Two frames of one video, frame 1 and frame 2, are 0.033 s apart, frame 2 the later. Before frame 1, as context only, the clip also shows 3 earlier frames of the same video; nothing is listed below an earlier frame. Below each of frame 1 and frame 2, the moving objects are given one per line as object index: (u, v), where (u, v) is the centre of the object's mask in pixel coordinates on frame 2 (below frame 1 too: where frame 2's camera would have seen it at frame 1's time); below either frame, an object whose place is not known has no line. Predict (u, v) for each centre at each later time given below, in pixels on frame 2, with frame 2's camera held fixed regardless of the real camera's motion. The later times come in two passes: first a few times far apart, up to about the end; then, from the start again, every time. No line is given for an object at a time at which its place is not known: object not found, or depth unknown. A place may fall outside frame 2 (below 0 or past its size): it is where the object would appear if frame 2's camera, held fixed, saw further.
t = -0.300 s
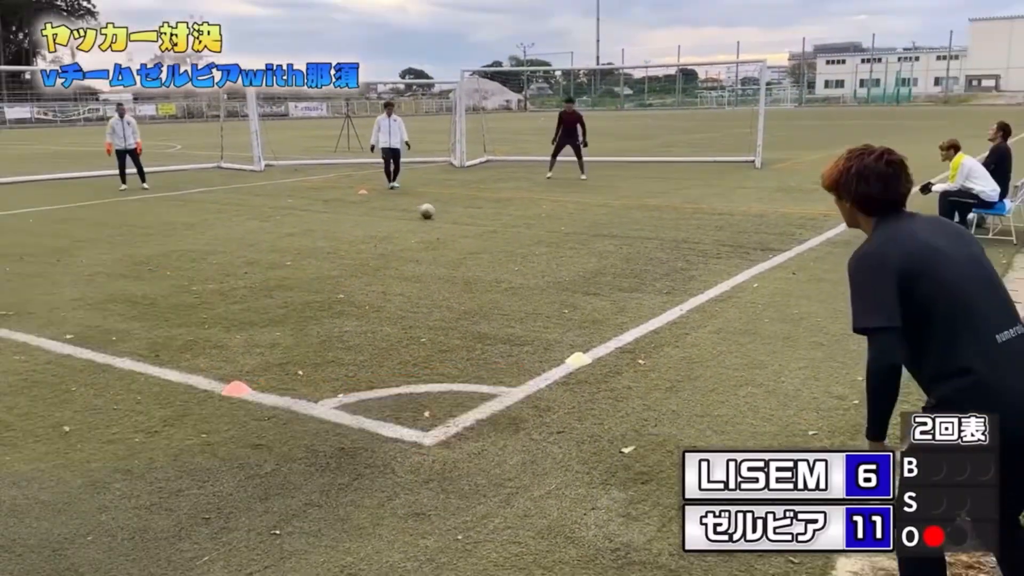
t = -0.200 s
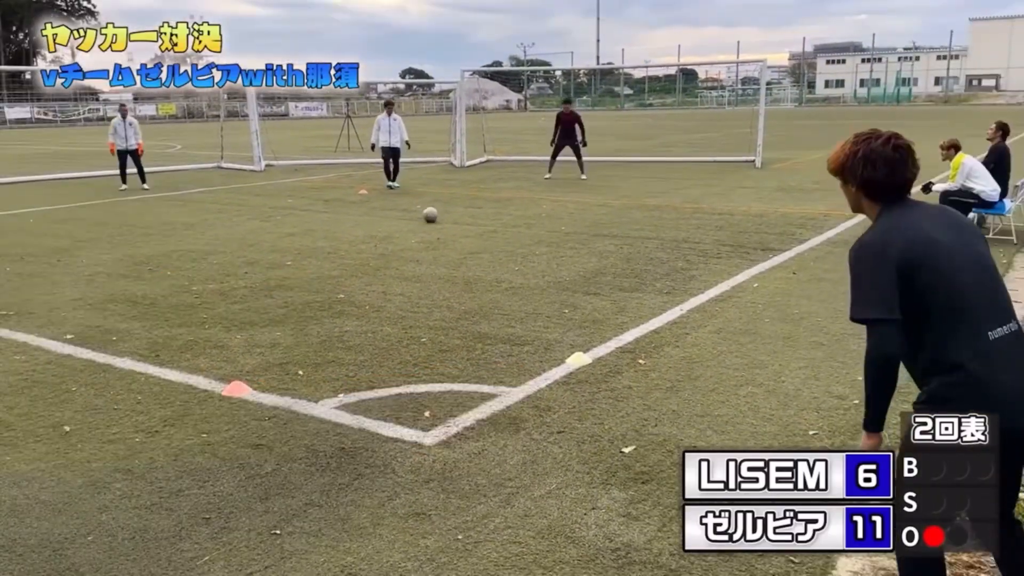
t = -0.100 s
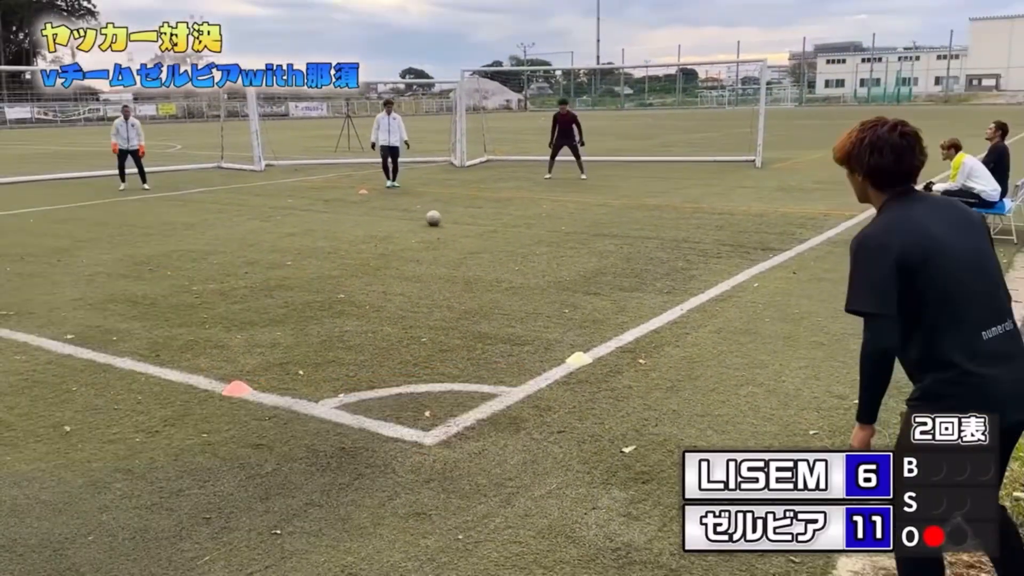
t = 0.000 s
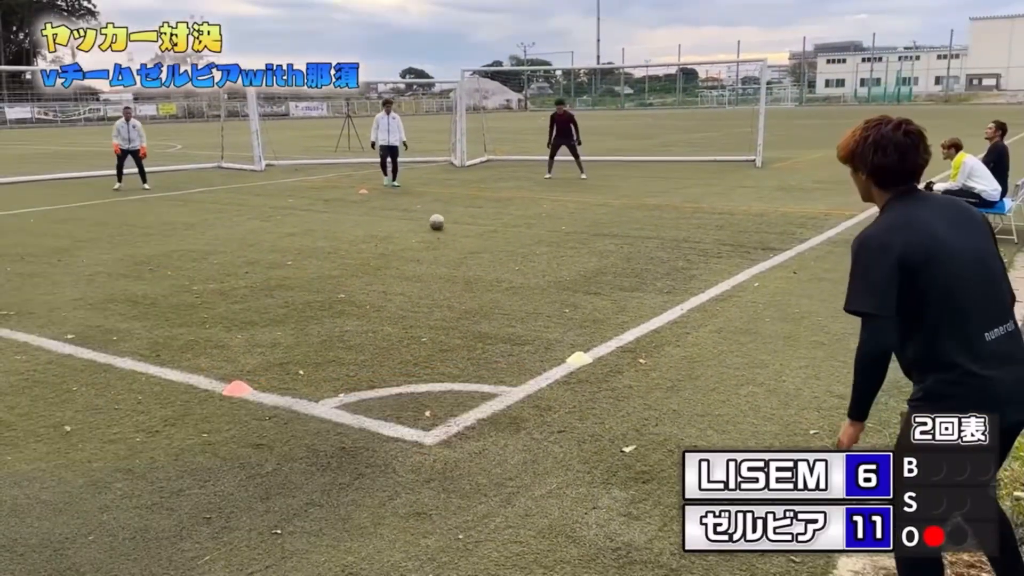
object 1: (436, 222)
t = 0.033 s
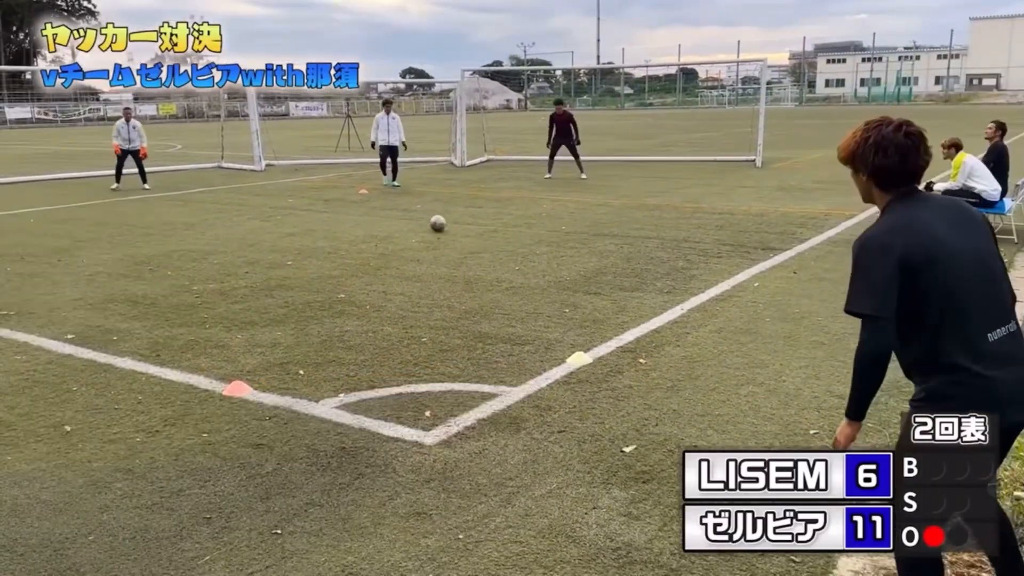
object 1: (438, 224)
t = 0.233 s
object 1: (444, 231)
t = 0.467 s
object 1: (453, 242)
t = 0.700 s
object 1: (463, 253)
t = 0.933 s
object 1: (475, 266)
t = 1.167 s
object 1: (489, 281)
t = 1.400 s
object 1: (505, 299)
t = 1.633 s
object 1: (524, 320)
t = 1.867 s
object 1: (547, 343)
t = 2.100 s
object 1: (575, 371)
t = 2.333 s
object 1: (612, 410)
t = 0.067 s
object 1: (438, 225)
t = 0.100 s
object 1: (439, 226)
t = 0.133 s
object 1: (440, 227)
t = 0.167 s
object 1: (442, 229)
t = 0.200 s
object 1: (443, 230)
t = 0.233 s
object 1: (444, 231)
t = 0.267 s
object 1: (445, 233)
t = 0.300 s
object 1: (446, 235)
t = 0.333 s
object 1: (447, 236)
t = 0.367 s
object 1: (449, 237)
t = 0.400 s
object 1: (450, 239)
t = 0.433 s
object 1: (451, 240)
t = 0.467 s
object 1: (453, 242)
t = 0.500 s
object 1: (454, 244)
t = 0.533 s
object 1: (455, 245)
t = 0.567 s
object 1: (457, 246)
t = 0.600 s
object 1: (458, 249)
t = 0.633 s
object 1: (460, 250)
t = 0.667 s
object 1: (461, 251)
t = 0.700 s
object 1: (463, 253)
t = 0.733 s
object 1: (465, 255)
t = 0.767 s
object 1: (466, 256)
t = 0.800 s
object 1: (468, 258)
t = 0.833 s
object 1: (470, 260)
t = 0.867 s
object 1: (471, 262)
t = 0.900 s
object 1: (473, 264)
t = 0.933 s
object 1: (475, 266)
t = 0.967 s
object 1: (477, 268)
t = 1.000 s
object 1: (478, 271)
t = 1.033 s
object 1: (480, 272)
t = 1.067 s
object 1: (483, 275)
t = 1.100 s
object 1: (485, 277)
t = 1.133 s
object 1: (487, 279)
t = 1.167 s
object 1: (489, 281)
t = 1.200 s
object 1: (491, 284)
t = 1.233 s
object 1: (493, 286)
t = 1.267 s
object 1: (495, 288)
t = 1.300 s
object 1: (498, 291)
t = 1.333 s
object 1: (501, 294)
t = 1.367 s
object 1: (503, 296)
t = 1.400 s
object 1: (505, 299)
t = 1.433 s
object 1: (507, 302)
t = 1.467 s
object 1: (510, 304)
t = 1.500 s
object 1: (513, 307)
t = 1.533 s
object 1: (516, 311)
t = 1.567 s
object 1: (519, 314)
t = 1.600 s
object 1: (521, 316)
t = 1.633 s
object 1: (524, 320)
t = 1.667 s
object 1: (527, 323)
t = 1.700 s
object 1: (530, 326)
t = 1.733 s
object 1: (534, 329)
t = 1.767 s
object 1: (537, 333)
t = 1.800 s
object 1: (541, 336)
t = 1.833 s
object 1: (544, 340)
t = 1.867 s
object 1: (547, 343)
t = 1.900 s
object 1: (551, 347)
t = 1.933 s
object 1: (554, 350)
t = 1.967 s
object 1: (558, 354)
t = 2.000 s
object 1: (563, 358)
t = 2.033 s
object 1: (567, 363)
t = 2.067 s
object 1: (572, 367)
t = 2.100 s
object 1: (575, 371)
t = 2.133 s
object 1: (580, 378)
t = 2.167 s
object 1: (584, 381)
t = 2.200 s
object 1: (589, 386)
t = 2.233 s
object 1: (594, 392)
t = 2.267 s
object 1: (599, 396)
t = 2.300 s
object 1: (604, 402)
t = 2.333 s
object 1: (612, 410)
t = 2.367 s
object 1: (618, 416)
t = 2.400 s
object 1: (621, 419)
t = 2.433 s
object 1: (631, 428)
